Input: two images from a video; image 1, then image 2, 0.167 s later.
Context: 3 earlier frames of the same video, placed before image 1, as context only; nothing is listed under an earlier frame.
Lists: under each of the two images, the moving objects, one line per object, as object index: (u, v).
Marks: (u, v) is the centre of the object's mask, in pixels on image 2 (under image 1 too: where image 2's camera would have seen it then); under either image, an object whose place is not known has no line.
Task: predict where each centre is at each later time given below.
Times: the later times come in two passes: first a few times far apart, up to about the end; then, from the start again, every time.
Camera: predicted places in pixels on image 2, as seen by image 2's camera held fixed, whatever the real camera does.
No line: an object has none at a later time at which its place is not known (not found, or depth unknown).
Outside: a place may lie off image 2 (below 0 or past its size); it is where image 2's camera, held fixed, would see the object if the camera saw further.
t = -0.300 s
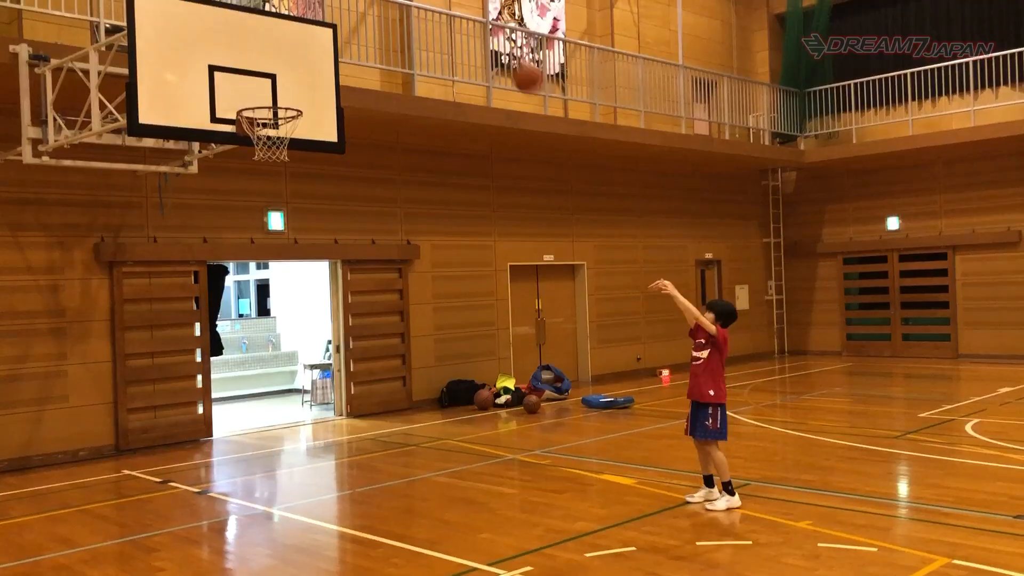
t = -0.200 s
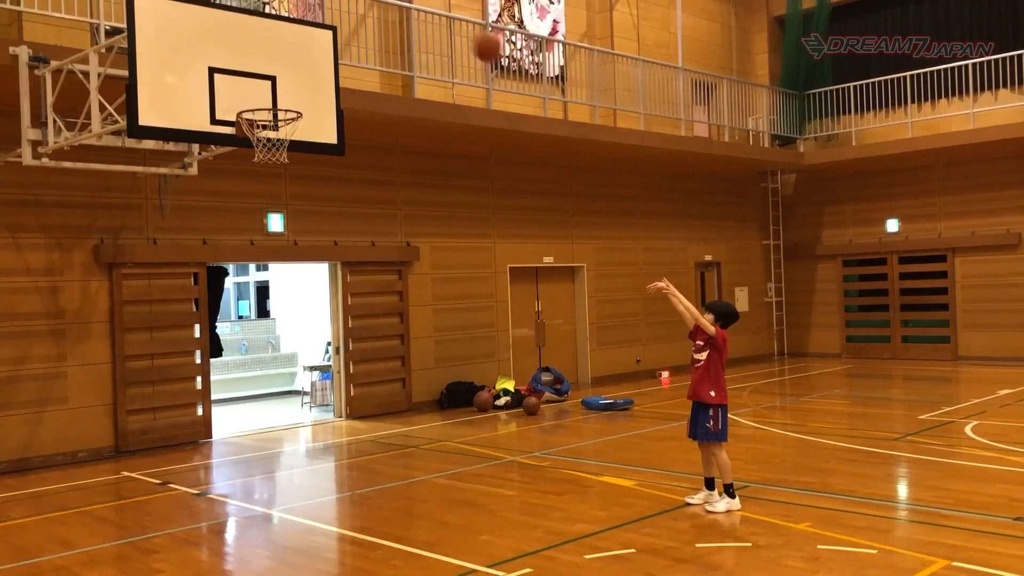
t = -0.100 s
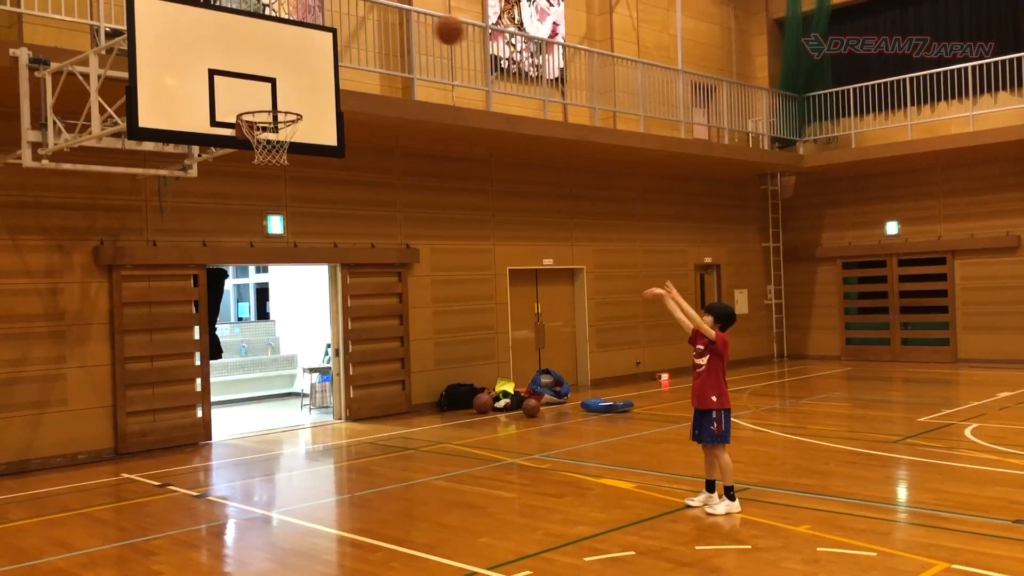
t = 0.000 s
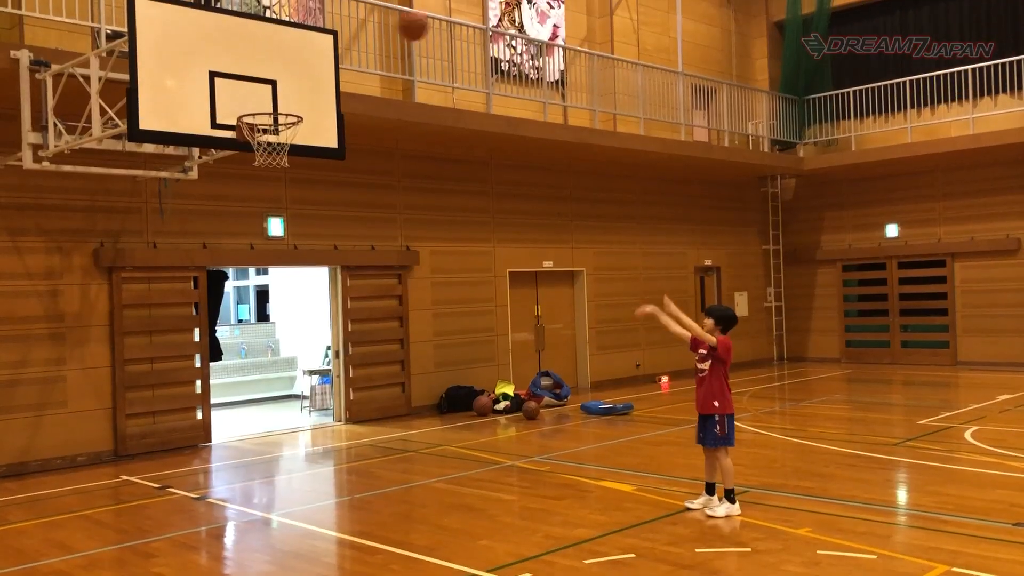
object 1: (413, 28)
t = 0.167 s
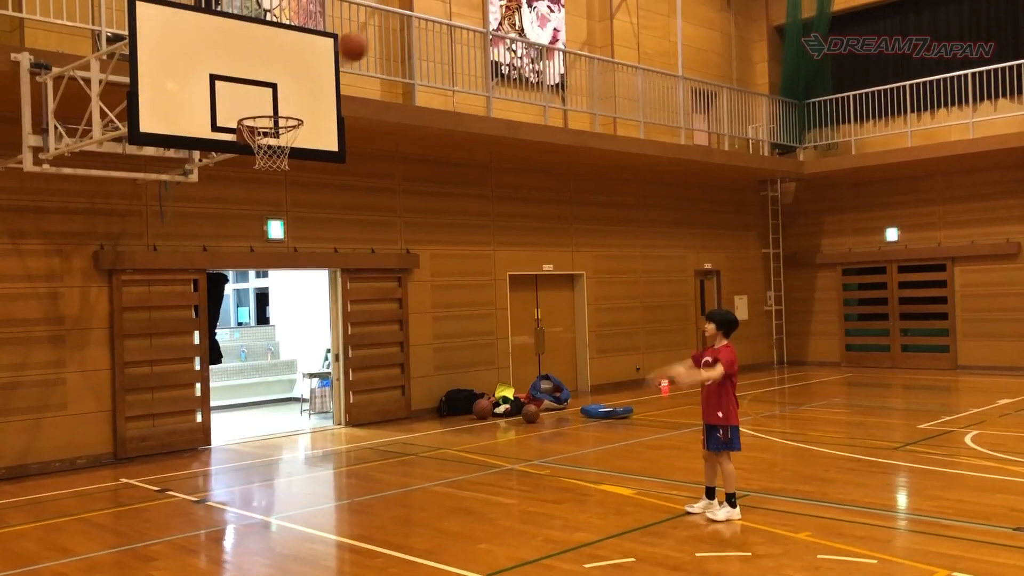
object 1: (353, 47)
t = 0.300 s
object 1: (305, 86)
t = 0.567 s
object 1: (252, 106)
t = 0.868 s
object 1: (261, 105)
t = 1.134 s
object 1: (275, 106)
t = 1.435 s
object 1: (285, 107)
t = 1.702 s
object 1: (283, 124)
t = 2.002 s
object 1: (272, 210)
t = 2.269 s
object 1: (262, 391)
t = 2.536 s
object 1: (249, 440)
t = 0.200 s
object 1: (340, 55)
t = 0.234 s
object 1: (328, 63)
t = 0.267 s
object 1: (317, 73)
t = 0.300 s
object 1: (305, 86)
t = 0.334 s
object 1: (294, 98)
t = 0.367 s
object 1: (283, 104)
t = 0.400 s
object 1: (275, 104)
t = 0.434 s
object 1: (267, 105)
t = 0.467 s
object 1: (259, 107)
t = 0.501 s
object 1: (252, 110)
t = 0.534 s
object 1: (251, 108)
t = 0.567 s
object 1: (252, 106)
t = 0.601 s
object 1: (253, 104)
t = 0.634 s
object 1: (255, 103)
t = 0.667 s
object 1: (256, 104)
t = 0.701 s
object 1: (257, 106)
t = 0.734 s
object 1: (259, 109)
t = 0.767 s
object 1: (260, 110)
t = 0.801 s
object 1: (259, 108)
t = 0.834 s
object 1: (259, 106)
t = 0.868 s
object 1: (261, 105)
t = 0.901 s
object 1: (263, 105)
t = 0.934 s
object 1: (266, 106)
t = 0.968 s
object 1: (268, 108)
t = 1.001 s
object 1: (270, 110)
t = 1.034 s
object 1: (271, 108)
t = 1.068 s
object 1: (273, 106)
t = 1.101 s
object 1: (274, 105)
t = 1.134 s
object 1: (275, 106)
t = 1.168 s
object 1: (277, 107)
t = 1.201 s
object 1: (278, 110)
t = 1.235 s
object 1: (279, 109)
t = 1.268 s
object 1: (281, 107)
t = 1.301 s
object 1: (282, 107)
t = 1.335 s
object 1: (283, 107)
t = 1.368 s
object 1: (284, 108)
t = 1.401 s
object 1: (285, 107)
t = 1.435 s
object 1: (285, 107)
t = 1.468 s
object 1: (286, 108)
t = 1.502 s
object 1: (286, 107)
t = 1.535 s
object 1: (286, 107)
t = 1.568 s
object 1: (287, 108)
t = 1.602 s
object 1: (286, 109)
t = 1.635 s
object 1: (285, 111)
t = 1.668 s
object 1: (284, 119)
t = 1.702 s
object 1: (283, 124)
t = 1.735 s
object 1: (283, 130)
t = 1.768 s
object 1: (282, 138)
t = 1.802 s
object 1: (281, 147)
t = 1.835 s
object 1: (280, 153)
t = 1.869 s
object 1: (278, 163)
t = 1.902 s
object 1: (276, 172)
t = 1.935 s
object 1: (275, 184)
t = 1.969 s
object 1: (274, 197)
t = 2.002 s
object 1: (272, 210)
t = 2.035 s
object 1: (270, 232)
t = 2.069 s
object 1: (268, 245)
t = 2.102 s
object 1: (267, 265)
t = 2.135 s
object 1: (266, 292)
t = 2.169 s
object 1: (264, 314)
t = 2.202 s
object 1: (263, 338)
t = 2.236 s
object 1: (263, 362)
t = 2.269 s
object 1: (262, 391)
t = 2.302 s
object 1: (261, 419)
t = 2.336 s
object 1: (260, 450)
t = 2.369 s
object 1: (259, 480)
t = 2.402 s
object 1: (258, 515)
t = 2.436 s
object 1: (256, 501)
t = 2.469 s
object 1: (254, 479)
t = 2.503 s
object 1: (252, 459)
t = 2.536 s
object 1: (249, 440)
